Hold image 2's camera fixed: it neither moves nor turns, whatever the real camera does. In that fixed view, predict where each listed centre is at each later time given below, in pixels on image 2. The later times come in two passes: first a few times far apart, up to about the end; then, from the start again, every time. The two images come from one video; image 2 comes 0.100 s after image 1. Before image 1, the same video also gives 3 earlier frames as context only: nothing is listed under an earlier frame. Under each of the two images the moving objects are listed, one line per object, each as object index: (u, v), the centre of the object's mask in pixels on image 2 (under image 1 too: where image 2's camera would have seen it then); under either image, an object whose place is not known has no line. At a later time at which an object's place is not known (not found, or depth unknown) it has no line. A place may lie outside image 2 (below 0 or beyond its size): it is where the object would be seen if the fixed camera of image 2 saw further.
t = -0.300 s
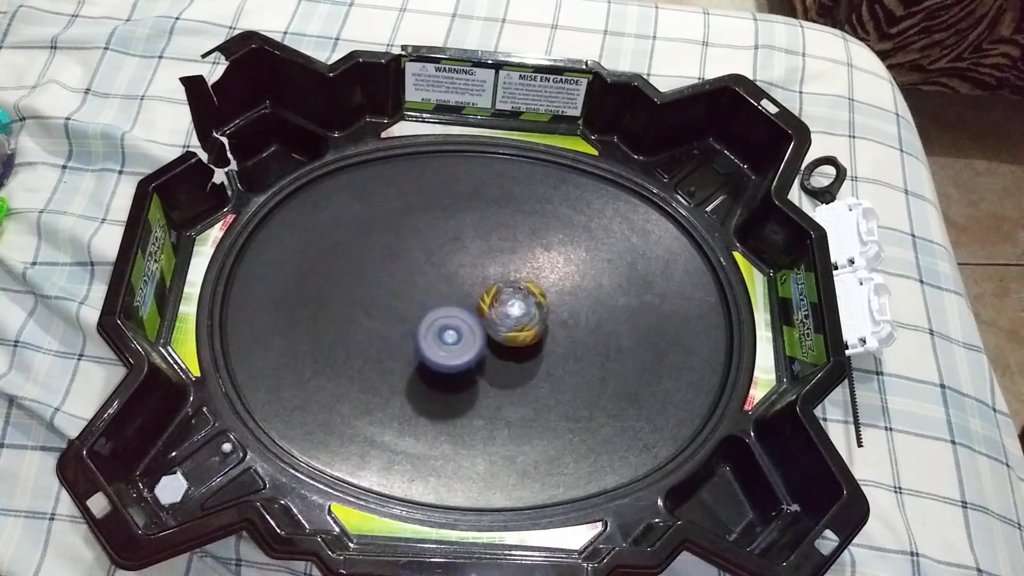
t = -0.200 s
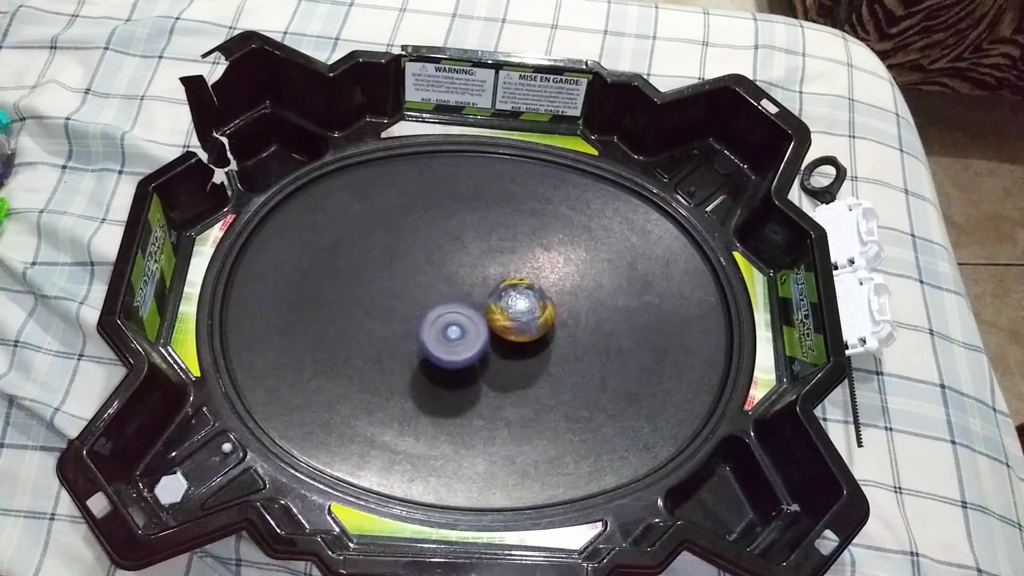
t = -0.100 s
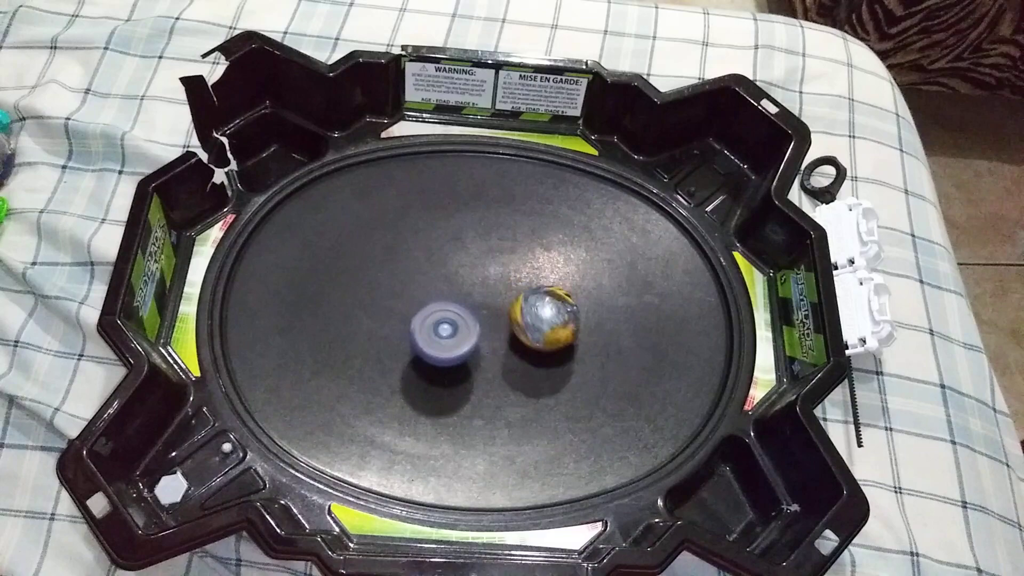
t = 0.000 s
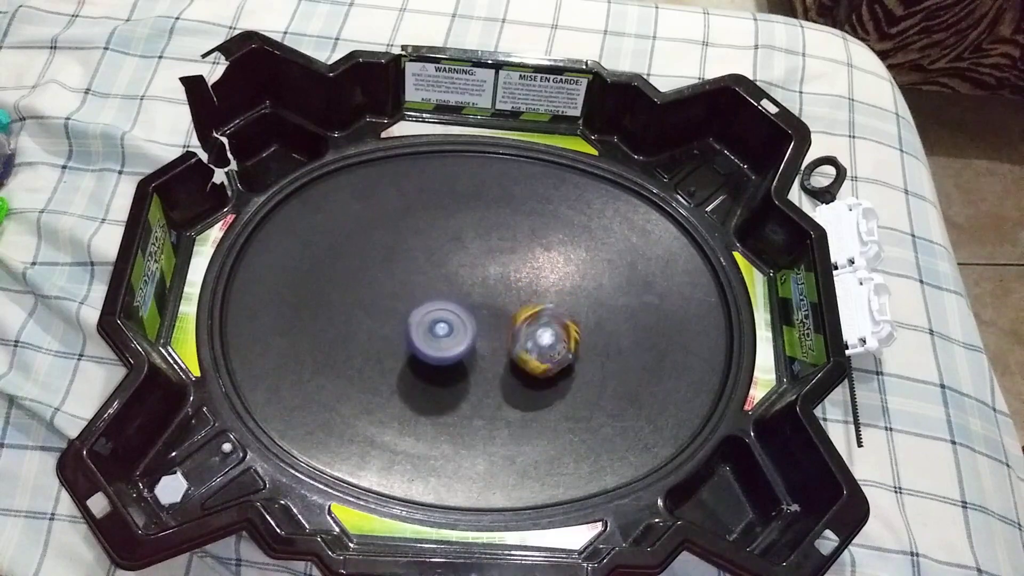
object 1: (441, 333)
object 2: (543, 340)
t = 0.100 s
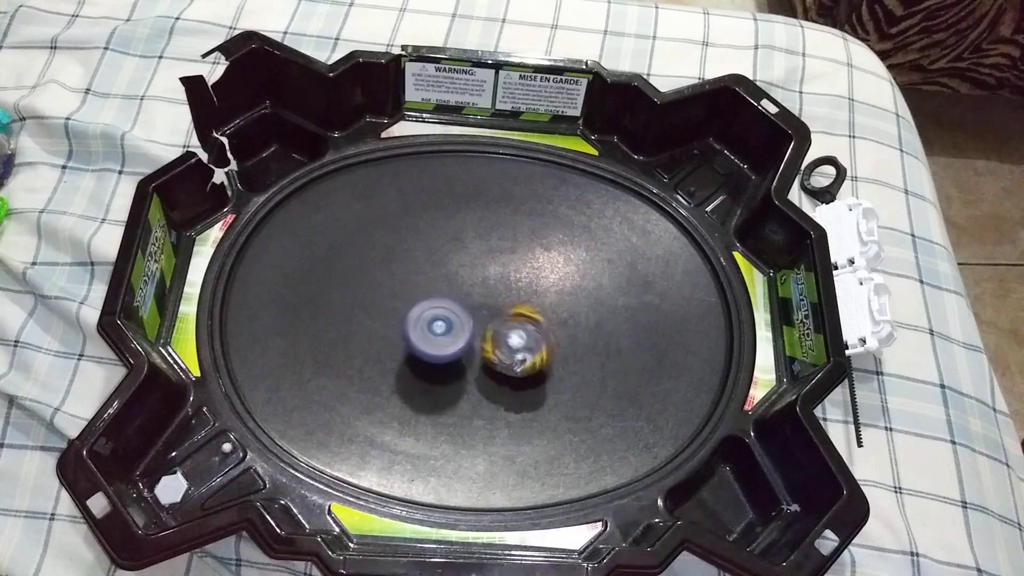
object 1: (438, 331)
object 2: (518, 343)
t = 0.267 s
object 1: (428, 319)
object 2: (511, 323)
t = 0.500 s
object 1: (400, 311)
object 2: (520, 326)
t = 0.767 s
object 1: (402, 315)
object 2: (504, 324)
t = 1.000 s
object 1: (431, 320)
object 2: (501, 315)
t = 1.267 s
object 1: (435, 320)
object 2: (527, 326)
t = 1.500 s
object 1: (423, 325)
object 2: (519, 334)
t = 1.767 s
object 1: (429, 325)
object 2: (516, 317)
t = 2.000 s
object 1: (421, 325)
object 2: (529, 319)
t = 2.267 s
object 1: (432, 321)
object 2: (507, 309)
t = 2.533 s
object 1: (443, 317)
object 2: (514, 298)
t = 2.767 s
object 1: (440, 322)
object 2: (504, 301)
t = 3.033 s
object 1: (384, 343)
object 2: (530, 300)
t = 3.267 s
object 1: (372, 348)
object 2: (503, 300)
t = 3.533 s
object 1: (401, 333)
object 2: (505, 288)
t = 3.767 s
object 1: (434, 320)
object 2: (501, 287)
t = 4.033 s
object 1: (443, 327)
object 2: (518, 299)
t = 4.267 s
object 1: (453, 334)
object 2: (507, 292)
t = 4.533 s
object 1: (450, 348)
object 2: (524, 293)
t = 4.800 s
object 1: (443, 352)
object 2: (513, 293)
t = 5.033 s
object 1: (449, 337)
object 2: (516, 299)
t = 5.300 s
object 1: (450, 311)
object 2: (515, 296)
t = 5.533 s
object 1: (437, 302)
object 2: (519, 301)
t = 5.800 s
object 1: (434, 312)
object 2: (519, 296)
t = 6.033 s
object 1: (445, 328)
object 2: (519, 300)
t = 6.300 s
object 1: (462, 345)
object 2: (518, 298)
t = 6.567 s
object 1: (473, 349)
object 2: (518, 297)
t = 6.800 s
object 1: (473, 343)
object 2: (520, 298)
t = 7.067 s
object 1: (448, 335)
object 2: (521, 294)
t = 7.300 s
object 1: (432, 320)
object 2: (512, 294)
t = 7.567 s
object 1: (429, 304)
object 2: (505, 291)
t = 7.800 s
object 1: (439, 306)
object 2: (502, 289)
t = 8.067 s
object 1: (438, 323)
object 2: (501, 288)
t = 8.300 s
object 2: (495, 287)
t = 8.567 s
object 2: (495, 286)
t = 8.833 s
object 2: (490, 282)
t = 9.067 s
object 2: (494, 277)
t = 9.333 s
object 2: (487, 283)
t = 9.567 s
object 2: (486, 281)
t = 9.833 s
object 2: (482, 284)
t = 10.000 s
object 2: (474, 286)
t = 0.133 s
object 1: (438, 330)
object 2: (510, 339)
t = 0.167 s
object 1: (438, 329)
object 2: (506, 333)
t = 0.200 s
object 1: (436, 326)
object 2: (506, 329)
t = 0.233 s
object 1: (433, 321)
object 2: (506, 327)
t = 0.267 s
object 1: (428, 319)
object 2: (511, 323)
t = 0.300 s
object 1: (423, 317)
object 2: (515, 319)
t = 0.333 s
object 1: (418, 315)
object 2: (517, 318)
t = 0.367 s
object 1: (413, 314)
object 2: (516, 318)
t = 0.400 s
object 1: (410, 313)
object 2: (516, 320)
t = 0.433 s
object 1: (405, 312)
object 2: (519, 323)
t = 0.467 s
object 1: (403, 312)
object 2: (520, 325)
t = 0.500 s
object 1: (400, 311)
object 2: (520, 326)
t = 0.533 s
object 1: (398, 311)
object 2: (518, 326)
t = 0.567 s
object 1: (397, 311)
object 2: (515, 326)
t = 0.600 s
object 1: (396, 311)
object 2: (511, 326)
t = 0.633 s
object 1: (396, 312)
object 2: (507, 327)
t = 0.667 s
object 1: (397, 313)
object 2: (505, 326)
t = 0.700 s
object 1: (397, 314)
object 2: (504, 327)
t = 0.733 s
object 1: (399, 314)
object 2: (504, 326)
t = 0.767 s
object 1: (402, 315)
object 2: (504, 324)
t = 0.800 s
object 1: (405, 316)
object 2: (503, 321)
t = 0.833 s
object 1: (408, 316)
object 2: (502, 319)
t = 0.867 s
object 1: (413, 317)
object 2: (501, 317)
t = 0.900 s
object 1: (418, 318)
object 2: (498, 315)
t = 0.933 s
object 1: (424, 319)
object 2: (497, 314)
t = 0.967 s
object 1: (428, 319)
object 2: (498, 314)
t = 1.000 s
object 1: (431, 320)
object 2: (501, 315)
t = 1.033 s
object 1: (434, 321)
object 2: (505, 314)
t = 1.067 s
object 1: (434, 321)
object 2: (509, 313)
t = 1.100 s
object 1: (435, 321)
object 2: (512, 312)
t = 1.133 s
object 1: (436, 322)
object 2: (513, 313)
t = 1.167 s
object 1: (438, 321)
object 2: (512, 316)
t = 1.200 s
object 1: (441, 321)
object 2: (511, 319)
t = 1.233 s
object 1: (437, 320)
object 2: (520, 322)
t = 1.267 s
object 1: (435, 320)
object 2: (527, 326)
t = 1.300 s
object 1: (432, 320)
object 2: (529, 326)
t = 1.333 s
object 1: (429, 320)
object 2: (529, 327)
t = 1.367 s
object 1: (427, 321)
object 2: (528, 329)
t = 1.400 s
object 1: (424, 322)
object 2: (524, 332)
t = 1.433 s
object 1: (423, 323)
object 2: (522, 335)
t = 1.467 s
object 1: (422, 324)
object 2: (521, 336)
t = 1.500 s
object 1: (423, 325)
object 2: (519, 334)
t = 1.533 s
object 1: (424, 326)
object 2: (514, 331)
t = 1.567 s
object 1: (425, 326)
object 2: (510, 329)
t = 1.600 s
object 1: (426, 327)
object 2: (506, 328)
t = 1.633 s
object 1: (429, 327)
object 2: (505, 326)
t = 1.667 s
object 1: (431, 327)
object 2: (505, 324)
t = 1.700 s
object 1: (434, 327)
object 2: (506, 321)
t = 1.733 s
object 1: (434, 326)
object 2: (510, 318)
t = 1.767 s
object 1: (429, 325)
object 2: (516, 317)
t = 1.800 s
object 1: (426, 325)
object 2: (523, 315)
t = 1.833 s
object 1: (424, 325)
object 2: (527, 311)
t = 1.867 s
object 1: (423, 325)
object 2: (529, 309)
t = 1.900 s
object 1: (422, 325)
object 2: (530, 309)
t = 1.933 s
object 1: (421, 325)
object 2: (530, 312)
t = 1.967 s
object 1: (421, 325)
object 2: (530, 316)
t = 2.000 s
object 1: (421, 325)
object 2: (529, 319)
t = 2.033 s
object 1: (421, 325)
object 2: (527, 320)
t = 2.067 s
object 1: (422, 325)
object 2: (524, 319)
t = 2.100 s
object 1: (423, 324)
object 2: (520, 318)
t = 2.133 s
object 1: (425, 324)
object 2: (516, 317)
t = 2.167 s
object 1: (427, 323)
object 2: (512, 316)
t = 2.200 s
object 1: (429, 322)
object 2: (509, 314)
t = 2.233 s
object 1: (430, 322)
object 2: (508, 312)
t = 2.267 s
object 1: (432, 321)
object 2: (507, 309)
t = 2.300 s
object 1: (433, 321)
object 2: (507, 305)
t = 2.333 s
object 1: (435, 320)
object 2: (506, 303)
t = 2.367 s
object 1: (437, 319)
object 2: (505, 300)
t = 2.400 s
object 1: (439, 319)
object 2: (505, 298)
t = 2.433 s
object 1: (441, 319)
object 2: (506, 297)
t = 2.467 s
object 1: (443, 318)
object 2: (508, 297)
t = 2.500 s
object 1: (443, 317)
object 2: (511, 297)
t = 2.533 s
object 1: (443, 317)
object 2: (514, 298)
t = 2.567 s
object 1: (443, 318)
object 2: (515, 297)
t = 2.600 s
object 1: (443, 318)
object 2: (514, 297)
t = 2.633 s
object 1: (442, 319)
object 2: (512, 296)
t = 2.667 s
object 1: (443, 319)
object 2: (511, 296)
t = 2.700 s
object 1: (443, 320)
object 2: (508, 297)
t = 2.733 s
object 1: (441, 321)
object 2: (506, 299)
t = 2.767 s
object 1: (440, 322)
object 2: (504, 301)
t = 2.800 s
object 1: (433, 325)
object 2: (507, 301)
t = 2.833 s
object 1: (421, 327)
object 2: (515, 297)
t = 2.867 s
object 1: (412, 330)
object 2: (519, 293)
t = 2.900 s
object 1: (406, 333)
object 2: (522, 291)
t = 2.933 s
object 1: (400, 336)
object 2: (525, 291)
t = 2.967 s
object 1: (394, 339)
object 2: (527, 293)
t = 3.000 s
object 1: (389, 341)
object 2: (529, 297)
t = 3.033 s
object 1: (384, 343)
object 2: (530, 300)
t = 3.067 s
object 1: (380, 345)
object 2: (530, 304)
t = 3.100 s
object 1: (377, 347)
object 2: (526, 306)
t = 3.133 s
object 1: (375, 347)
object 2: (522, 307)
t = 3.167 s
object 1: (374, 348)
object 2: (516, 307)
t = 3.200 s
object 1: (373, 348)
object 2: (510, 306)
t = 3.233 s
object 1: (372, 348)
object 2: (505, 303)
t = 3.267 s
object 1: (372, 348)
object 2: (503, 300)
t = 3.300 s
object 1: (374, 347)
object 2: (500, 297)
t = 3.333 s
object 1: (376, 346)
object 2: (499, 293)
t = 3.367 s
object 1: (378, 344)
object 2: (499, 291)
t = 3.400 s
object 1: (381, 343)
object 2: (500, 289)
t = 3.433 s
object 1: (386, 341)
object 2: (501, 287)
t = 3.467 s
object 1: (391, 338)
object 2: (502, 287)
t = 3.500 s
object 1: (397, 335)
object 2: (504, 287)
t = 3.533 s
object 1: (401, 333)
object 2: (505, 288)
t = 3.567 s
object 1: (406, 331)
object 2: (506, 290)
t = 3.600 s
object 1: (413, 328)
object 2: (505, 291)
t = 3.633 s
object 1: (420, 326)
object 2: (504, 292)
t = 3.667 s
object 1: (426, 324)
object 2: (501, 293)
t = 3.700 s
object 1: (433, 322)
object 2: (498, 294)
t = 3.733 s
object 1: (436, 320)
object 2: (496, 292)
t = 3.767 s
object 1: (434, 320)
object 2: (501, 287)
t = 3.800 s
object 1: (433, 321)
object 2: (507, 281)
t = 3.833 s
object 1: (433, 322)
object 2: (512, 277)
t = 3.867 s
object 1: (434, 323)
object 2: (518, 277)
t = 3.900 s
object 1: (435, 324)
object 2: (522, 279)
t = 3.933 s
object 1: (437, 325)
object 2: (525, 283)
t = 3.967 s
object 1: (439, 326)
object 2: (526, 289)
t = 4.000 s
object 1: (440, 326)
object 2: (523, 295)
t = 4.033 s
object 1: (443, 327)
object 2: (518, 299)
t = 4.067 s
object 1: (445, 328)
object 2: (511, 300)
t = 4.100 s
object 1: (446, 329)
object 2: (506, 298)
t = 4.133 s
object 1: (448, 330)
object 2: (504, 296)
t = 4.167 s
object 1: (450, 330)
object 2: (503, 293)
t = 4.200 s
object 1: (451, 331)
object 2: (503, 291)
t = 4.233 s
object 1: (452, 333)
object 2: (505, 291)
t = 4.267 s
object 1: (453, 334)
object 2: (507, 292)
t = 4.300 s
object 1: (455, 335)
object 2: (509, 293)
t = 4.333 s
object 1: (457, 337)
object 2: (510, 296)
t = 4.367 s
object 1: (459, 337)
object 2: (512, 298)
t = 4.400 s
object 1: (456, 339)
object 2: (516, 298)
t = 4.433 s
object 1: (454, 341)
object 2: (519, 297)
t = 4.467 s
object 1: (452, 344)
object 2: (521, 295)
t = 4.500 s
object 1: (451, 346)
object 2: (522, 293)
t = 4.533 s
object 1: (450, 348)
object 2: (524, 293)
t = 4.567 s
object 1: (448, 350)
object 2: (524, 294)
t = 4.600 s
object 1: (446, 351)
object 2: (523, 295)
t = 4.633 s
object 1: (445, 352)
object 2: (521, 296)
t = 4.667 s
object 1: (444, 353)
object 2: (518, 297)
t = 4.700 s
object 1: (445, 353)
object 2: (516, 298)
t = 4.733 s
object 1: (444, 353)
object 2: (514, 296)
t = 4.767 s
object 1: (443, 353)
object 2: (513, 295)
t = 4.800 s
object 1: (443, 352)
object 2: (513, 293)
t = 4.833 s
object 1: (444, 351)
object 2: (514, 293)
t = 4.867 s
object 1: (445, 350)
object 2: (516, 293)
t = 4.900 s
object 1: (446, 348)
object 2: (517, 294)
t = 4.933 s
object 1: (446, 346)
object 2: (516, 295)
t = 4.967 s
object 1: (447, 343)
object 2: (516, 297)
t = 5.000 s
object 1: (449, 340)
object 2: (516, 299)
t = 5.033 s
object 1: (449, 337)
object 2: (516, 299)
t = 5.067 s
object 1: (450, 334)
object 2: (517, 298)
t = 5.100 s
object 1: (450, 331)
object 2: (518, 298)
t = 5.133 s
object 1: (451, 328)
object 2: (518, 297)
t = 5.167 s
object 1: (452, 325)
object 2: (517, 296)
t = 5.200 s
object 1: (451, 322)
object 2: (516, 296)
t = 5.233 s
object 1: (452, 317)
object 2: (515, 296)
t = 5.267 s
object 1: (451, 314)
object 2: (515, 296)
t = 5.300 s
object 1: (450, 311)
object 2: (515, 296)
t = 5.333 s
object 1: (449, 308)
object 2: (516, 296)
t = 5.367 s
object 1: (447, 306)
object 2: (517, 296)
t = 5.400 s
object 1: (445, 304)
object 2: (519, 296)
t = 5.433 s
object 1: (443, 304)
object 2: (520, 297)
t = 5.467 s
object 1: (441, 303)
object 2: (520, 299)
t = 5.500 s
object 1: (439, 303)
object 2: (520, 300)
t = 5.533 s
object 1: (437, 302)
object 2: (519, 301)
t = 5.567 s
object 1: (436, 303)
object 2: (519, 301)
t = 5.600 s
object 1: (435, 303)
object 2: (518, 300)
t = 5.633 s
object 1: (435, 304)
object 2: (518, 299)
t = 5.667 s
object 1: (434, 305)
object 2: (517, 298)
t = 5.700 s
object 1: (434, 306)
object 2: (517, 297)
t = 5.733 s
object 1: (433, 308)
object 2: (517, 296)
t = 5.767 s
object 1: (434, 310)
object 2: (518, 295)
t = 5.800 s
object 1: (434, 312)
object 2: (519, 296)
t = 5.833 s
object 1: (435, 314)
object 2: (518, 297)
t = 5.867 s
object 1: (436, 317)
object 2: (518, 298)
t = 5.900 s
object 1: (438, 319)
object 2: (518, 299)
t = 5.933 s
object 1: (440, 321)
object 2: (518, 300)
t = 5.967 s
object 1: (441, 323)
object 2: (518, 300)
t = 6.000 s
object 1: (442, 325)
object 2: (519, 300)
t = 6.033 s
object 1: (445, 328)
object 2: (519, 300)
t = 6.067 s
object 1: (448, 330)
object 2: (519, 299)
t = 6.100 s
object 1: (450, 332)
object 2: (520, 298)
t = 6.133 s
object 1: (451, 335)
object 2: (520, 297)
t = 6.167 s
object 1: (453, 338)
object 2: (518, 297)
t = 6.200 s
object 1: (457, 339)
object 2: (517, 297)
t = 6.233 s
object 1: (458, 341)
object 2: (517, 297)
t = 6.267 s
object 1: (460, 343)
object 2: (517, 297)
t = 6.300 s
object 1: (462, 345)
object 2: (518, 298)
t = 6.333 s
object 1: (464, 345)
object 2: (520, 298)
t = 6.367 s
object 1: (466, 346)
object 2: (521, 298)
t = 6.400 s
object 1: (467, 347)
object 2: (521, 299)
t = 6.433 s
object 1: (469, 348)
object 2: (521, 299)
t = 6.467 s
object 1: (471, 349)
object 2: (521, 298)
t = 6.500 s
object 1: (471, 349)
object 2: (520, 298)
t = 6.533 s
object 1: (472, 349)
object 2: (519, 297)
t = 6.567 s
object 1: (473, 349)
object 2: (518, 297)
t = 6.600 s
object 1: (473, 349)
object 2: (517, 296)
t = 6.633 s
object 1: (473, 348)
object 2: (518, 296)
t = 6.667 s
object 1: (474, 347)
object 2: (519, 296)
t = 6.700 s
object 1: (474, 347)
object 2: (519, 297)
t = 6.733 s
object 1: (474, 345)
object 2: (519, 298)
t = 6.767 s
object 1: (474, 344)
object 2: (520, 298)
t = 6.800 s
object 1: (473, 343)
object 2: (520, 298)
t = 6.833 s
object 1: (473, 342)
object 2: (521, 298)
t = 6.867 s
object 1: (471, 340)
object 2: (522, 299)
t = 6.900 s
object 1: (467, 339)
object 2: (524, 299)
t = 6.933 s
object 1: (463, 339)
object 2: (526, 298)
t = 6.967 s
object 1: (459, 338)
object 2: (525, 296)
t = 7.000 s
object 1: (455, 337)
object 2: (525, 294)
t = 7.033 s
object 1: (452, 336)
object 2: (523, 293)
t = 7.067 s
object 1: (448, 335)
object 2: (521, 294)
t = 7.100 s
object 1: (445, 333)
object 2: (519, 295)
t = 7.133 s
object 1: (442, 332)
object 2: (516, 296)
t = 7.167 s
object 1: (439, 330)
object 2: (514, 297)
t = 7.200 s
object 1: (437, 328)
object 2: (513, 297)
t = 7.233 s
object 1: (434, 325)
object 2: (513, 296)
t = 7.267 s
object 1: (433, 322)
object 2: (513, 295)
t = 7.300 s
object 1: (432, 320)
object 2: (512, 294)
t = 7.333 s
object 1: (429, 317)
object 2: (511, 294)
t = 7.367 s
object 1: (429, 315)
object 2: (509, 294)
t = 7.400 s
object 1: (428, 313)
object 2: (508, 294)
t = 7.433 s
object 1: (428, 310)
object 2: (507, 294)
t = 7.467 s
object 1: (427, 309)
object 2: (507, 294)
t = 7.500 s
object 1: (427, 307)
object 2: (506, 293)
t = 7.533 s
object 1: (428, 306)
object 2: (505, 292)
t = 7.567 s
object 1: (429, 304)
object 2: (505, 291)
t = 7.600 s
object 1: (430, 304)
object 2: (505, 290)
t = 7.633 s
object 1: (433, 304)
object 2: (504, 289)
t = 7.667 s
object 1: (434, 303)
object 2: (503, 289)
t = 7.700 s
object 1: (436, 303)
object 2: (502, 289)
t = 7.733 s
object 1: (437, 305)
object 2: (502, 289)
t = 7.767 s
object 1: (439, 304)
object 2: (502, 290)
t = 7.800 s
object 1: (439, 306)
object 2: (502, 289)
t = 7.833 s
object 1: (439, 308)
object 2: (503, 287)
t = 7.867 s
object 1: (439, 309)
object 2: (503, 286)
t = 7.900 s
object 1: (438, 312)
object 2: (502, 286)
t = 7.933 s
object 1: (438, 314)
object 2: (501, 287)
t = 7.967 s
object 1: (438, 316)
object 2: (501, 288)
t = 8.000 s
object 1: (438, 318)
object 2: (501, 289)
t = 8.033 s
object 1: (438, 321)
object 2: (501, 289)
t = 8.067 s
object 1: (438, 323)
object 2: (501, 288)
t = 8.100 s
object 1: (439, 325)
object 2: (501, 288)
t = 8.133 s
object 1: (440, 328)
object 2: (501, 287)
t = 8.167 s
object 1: (441, 330)
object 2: (500, 286)
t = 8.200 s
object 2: (499, 287)
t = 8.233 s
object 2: (498, 287)
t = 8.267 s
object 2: (496, 287)
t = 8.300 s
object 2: (495, 287)
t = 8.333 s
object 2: (494, 287)
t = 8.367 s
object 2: (494, 286)
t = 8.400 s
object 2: (494, 286)
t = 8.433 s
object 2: (494, 285)
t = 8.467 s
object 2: (495, 284)
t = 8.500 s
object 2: (495, 285)
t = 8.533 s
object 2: (495, 286)
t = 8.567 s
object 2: (495, 286)
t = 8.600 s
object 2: (494, 286)
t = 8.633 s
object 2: (494, 286)
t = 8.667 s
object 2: (493, 285)
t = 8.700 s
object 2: (492, 284)
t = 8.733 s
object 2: (491, 283)
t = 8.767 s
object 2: (490, 284)
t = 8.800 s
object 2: (489, 283)
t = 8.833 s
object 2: (490, 282)
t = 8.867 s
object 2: (490, 282)
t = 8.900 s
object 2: (490, 282)
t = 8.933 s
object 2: (491, 282)
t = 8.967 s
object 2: (494, 282)
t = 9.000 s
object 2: (495, 281)
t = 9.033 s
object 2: (496, 279)
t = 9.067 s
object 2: (494, 277)
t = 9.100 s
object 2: (493, 276)
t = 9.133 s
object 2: (491, 275)
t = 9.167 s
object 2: (489, 275)
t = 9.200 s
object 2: (486, 276)
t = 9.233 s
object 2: (485, 278)
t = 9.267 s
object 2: (485, 281)
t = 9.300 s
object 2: (485, 283)
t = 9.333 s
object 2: (487, 283)
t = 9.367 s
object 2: (489, 283)
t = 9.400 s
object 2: (490, 283)
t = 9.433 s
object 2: (490, 283)
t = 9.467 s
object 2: (490, 283)
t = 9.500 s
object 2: (489, 283)
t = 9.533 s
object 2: (487, 282)
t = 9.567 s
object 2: (486, 281)
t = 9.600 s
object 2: (487, 281)
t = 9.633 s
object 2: (487, 282)
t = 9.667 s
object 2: (486, 283)
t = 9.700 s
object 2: (485, 284)
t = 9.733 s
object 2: (485, 284)
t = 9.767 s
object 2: (485, 284)
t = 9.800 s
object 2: (484, 284)
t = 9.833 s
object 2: (482, 284)
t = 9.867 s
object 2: (480, 284)
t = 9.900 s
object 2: (479, 285)
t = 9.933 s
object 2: (477, 286)
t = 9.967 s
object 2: (476, 286)
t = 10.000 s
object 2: (474, 286)
